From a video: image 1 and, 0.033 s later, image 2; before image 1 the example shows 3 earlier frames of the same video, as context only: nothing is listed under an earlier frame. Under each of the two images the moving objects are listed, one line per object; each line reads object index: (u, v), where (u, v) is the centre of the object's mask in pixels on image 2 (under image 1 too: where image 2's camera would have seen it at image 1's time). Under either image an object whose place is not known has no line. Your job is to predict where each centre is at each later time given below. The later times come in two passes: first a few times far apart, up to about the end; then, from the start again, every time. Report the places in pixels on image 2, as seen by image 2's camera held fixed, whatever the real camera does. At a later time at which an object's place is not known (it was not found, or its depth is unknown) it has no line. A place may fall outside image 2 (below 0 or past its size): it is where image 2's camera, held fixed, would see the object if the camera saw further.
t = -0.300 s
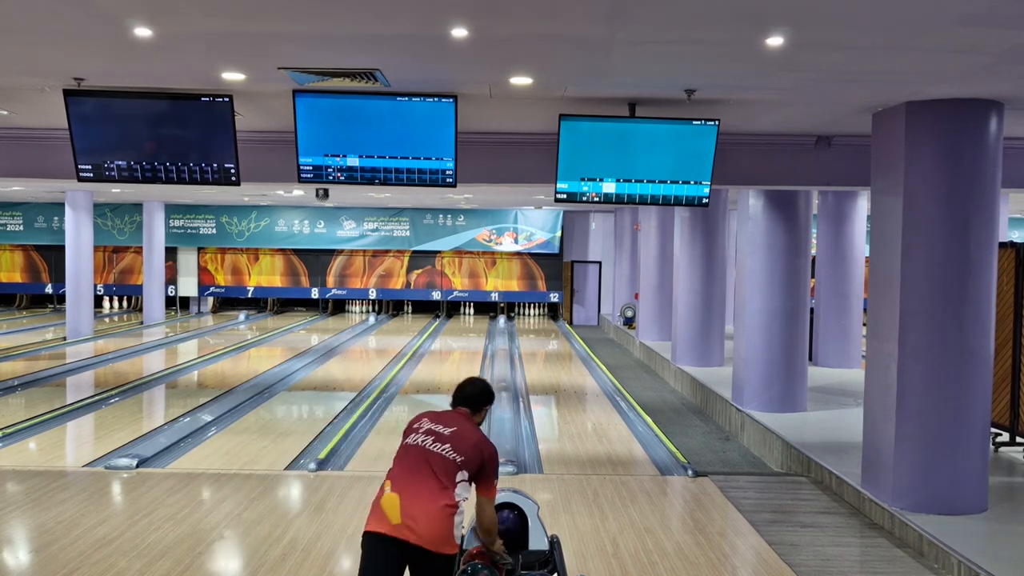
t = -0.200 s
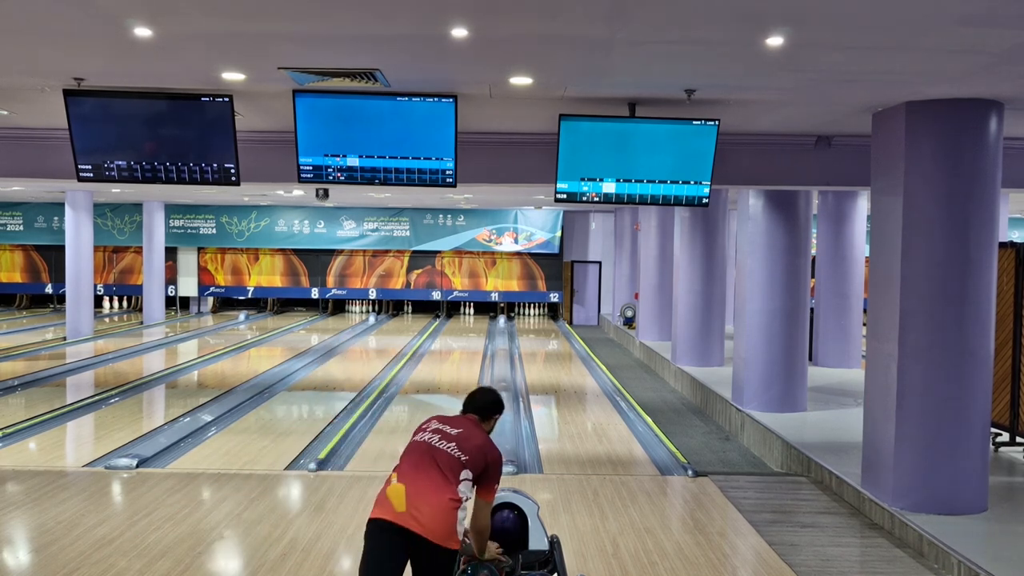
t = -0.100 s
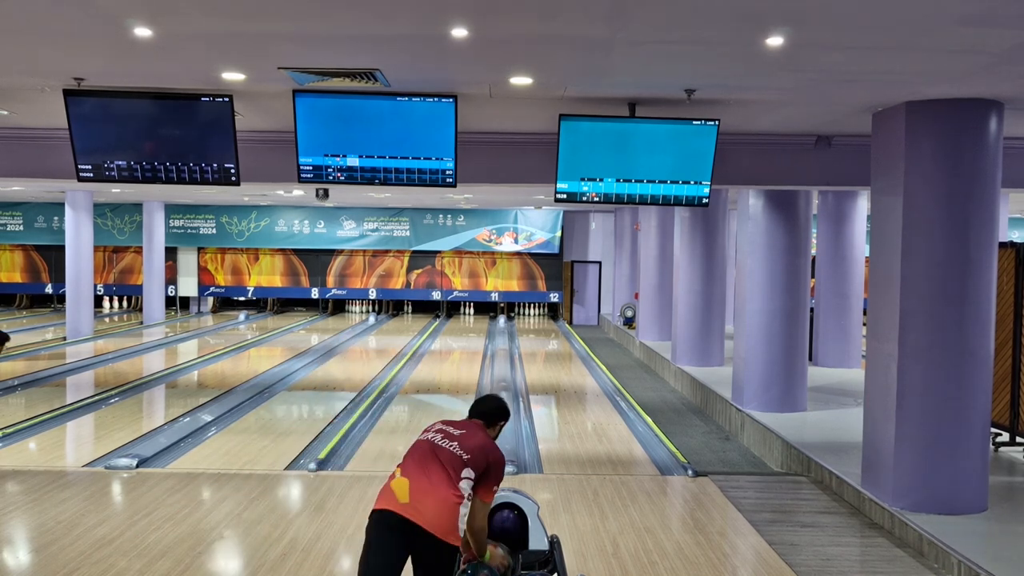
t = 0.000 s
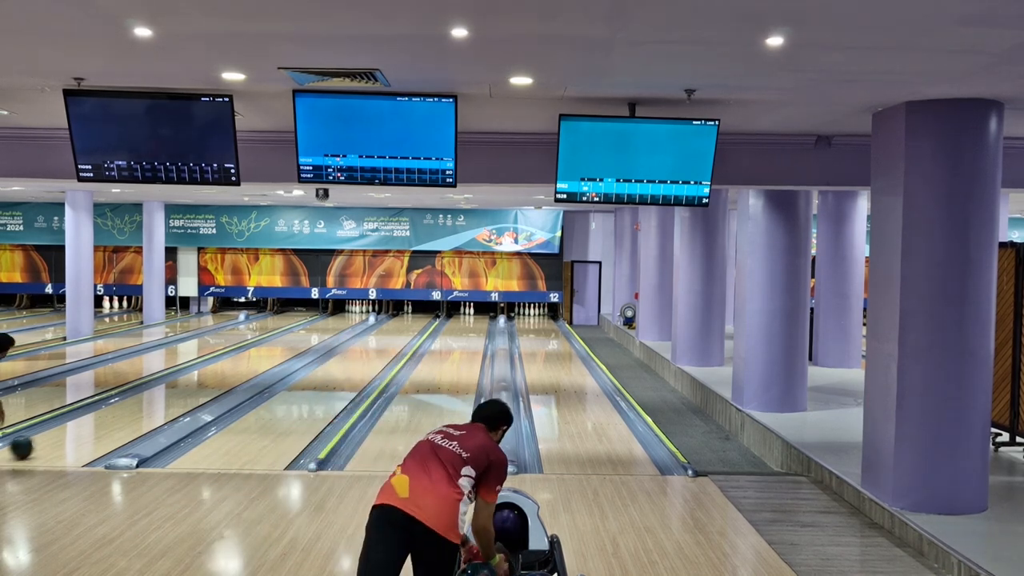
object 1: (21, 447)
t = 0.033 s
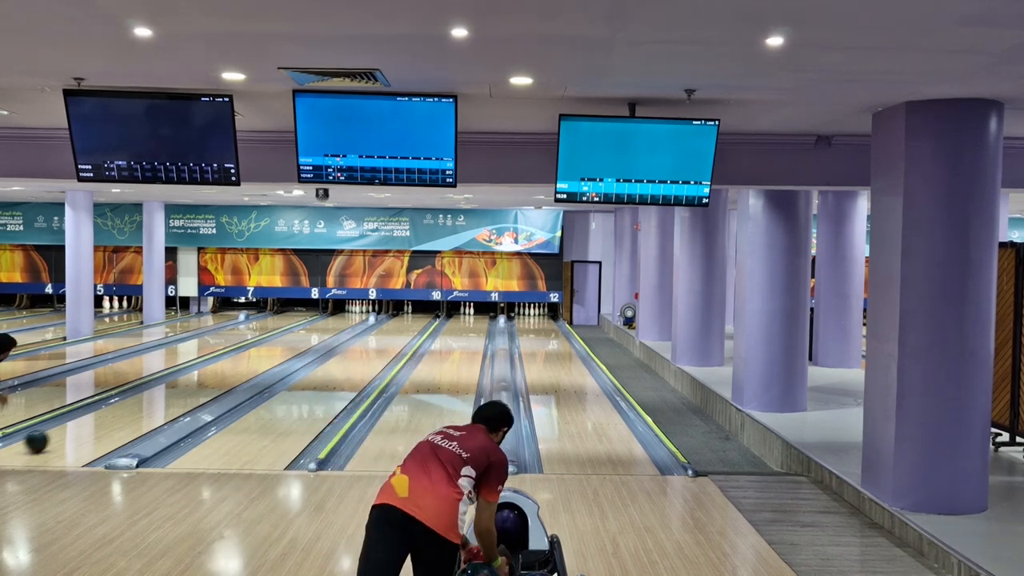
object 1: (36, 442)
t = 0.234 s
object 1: (110, 413)
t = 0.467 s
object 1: (171, 388)
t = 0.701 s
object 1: (216, 370)
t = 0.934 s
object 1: (249, 355)
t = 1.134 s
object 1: (274, 347)
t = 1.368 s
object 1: (296, 338)
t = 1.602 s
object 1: (314, 330)
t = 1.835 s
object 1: (329, 324)
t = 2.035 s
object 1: (339, 319)
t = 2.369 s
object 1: (351, 313)
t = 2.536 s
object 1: (354, 310)
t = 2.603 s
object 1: (355, 310)
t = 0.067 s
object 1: (50, 436)
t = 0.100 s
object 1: (63, 431)
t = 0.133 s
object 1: (76, 426)
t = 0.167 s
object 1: (88, 421)
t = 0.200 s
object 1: (99, 417)
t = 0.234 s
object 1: (110, 413)
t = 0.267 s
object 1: (120, 409)
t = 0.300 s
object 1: (129, 405)
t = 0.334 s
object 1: (138, 401)
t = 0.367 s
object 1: (147, 398)
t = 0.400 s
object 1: (156, 395)
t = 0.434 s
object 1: (164, 391)
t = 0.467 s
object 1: (171, 388)
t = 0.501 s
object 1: (178, 385)
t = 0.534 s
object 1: (185, 383)
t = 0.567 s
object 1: (192, 380)
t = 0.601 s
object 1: (198, 378)
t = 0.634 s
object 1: (204, 375)
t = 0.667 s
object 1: (211, 373)
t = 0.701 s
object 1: (216, 370)
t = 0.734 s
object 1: (222, 368)
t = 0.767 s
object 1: (227, 366)
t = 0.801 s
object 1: (232, 364)
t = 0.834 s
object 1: (237, 362)
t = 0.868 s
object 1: (241, 360)
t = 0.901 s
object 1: (246, 358)
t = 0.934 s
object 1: (249, 355)
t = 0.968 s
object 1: (254, 354)
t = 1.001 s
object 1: (258, 353)
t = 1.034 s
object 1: (263, 352)
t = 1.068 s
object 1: (267, 350)
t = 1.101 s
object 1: (270, 349)
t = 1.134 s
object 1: (274, 347)
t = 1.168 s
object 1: (277, 345)
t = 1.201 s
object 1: (281, 344)
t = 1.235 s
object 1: (284, 343)
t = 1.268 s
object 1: (287, 342)
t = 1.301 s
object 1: (290, 340)
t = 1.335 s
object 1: (293, 339)
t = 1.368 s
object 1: (296, 338)
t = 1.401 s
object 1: (299, 337)
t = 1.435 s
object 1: (301, 336)
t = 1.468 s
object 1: (304, 334)
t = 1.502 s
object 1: (306, 333)
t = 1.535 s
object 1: (309, 332)
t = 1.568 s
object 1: (311, 331)
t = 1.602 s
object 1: (314, 330)
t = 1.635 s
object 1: (316, 330)
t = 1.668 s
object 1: (318, 329)
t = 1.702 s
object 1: (320, 328)
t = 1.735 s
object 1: (323, 326)
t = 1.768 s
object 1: (325, 326)
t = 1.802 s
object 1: (327, 325)
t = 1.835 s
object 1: (329, 324)
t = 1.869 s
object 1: (331, 323)
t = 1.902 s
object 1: (332, 323)
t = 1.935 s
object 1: (334, 322)
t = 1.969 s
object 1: (336, 321)
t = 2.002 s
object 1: (337, 320)
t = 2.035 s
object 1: (339, 319)
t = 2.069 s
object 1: (341, 319)
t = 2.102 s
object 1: (342, 318)
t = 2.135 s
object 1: (344, 317)
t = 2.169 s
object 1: (345, 317)
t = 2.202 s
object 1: (346, 316)
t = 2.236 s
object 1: (347, 316)
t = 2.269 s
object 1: (348, 315)
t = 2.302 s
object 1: (349, 314)
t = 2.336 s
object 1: (350, 314)
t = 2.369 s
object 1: (351, 313)
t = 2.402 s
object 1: (351, 312)
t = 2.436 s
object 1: (352, 312)
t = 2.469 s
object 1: (353, 312)
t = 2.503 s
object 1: (354, 311)
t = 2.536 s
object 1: (354, 310)
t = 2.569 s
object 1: (355, 310)
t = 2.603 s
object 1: (355, 310)
